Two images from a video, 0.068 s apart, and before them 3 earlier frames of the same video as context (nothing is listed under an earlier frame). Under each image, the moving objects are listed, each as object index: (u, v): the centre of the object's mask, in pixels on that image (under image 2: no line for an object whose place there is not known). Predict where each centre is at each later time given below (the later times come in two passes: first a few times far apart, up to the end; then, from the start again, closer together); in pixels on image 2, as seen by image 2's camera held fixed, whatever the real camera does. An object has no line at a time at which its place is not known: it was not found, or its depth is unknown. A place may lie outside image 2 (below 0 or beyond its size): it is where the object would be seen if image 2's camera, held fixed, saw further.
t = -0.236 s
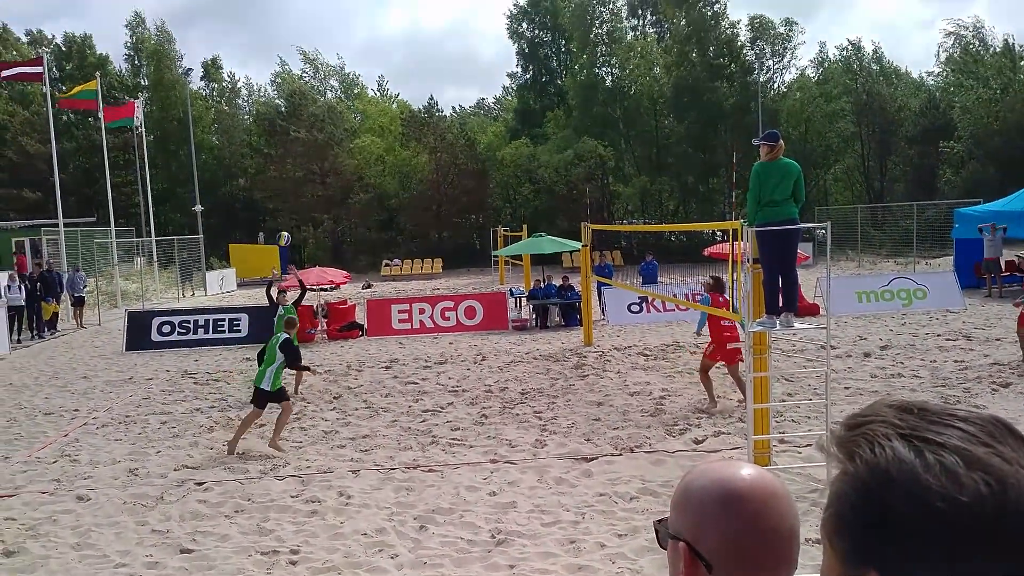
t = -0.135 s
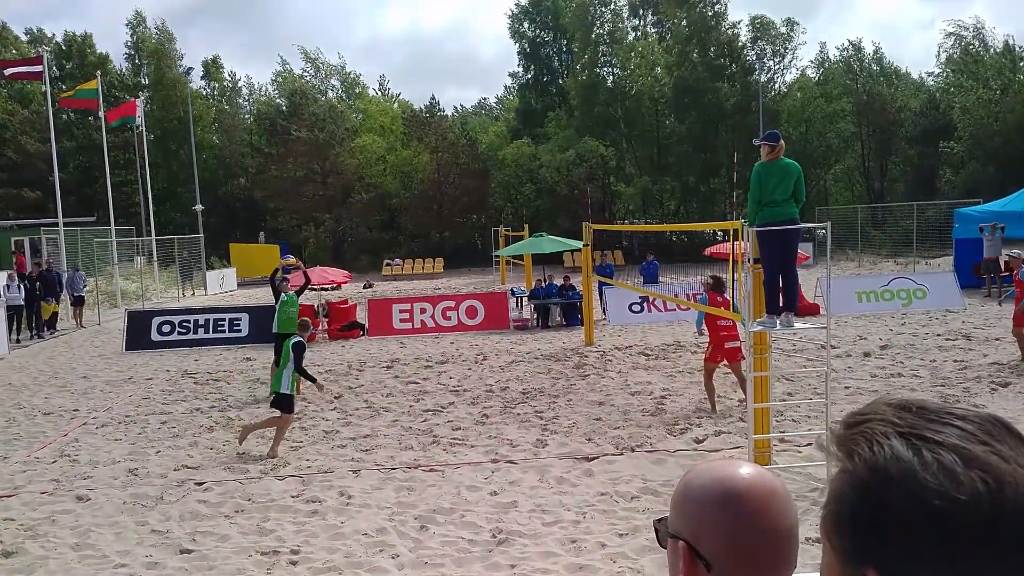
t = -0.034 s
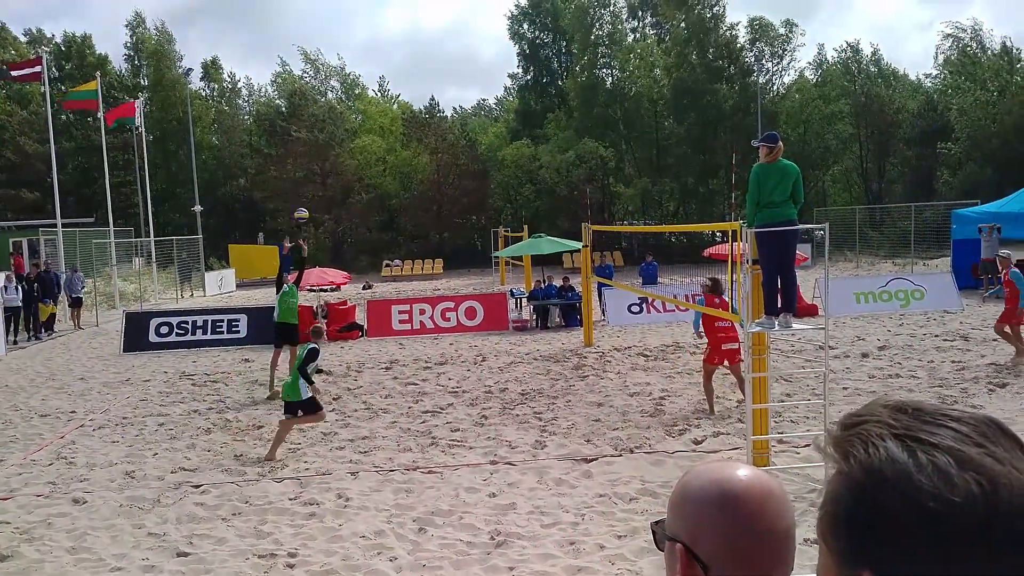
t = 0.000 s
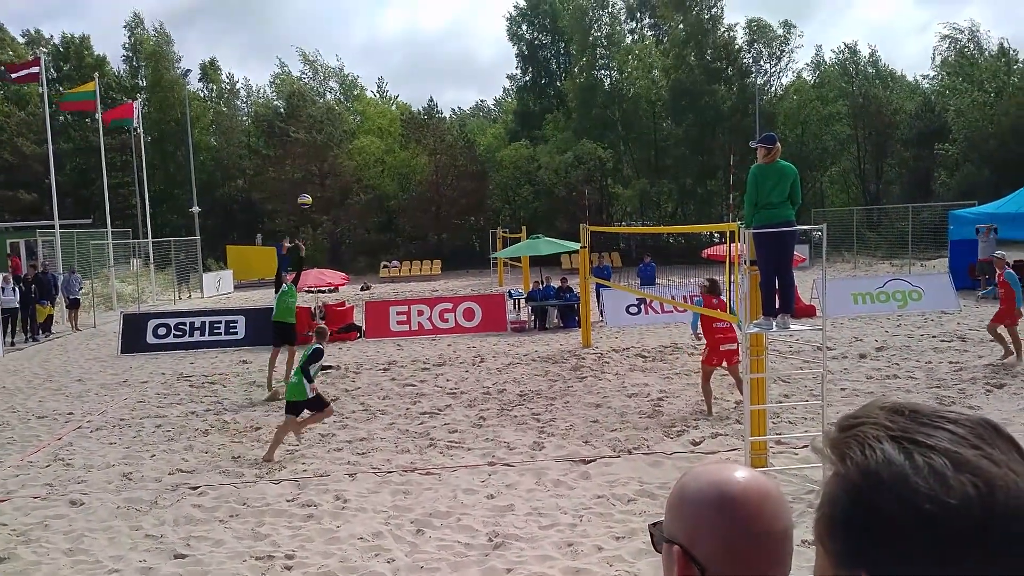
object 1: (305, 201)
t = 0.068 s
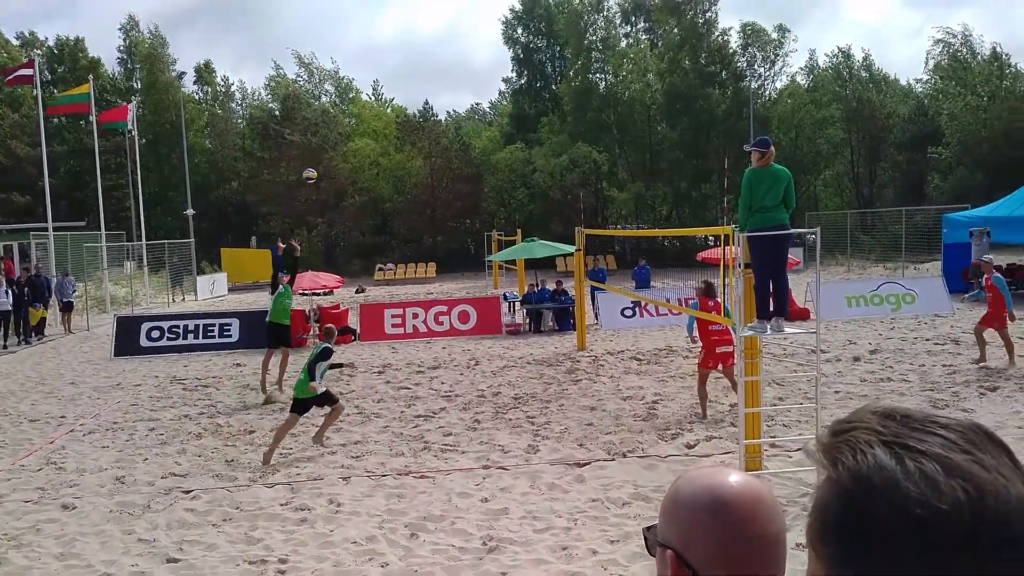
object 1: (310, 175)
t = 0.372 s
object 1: (358, 83)
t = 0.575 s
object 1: (395, 58)
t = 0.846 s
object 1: (444, 67)
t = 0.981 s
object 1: (470, 92)
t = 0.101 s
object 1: (315, 162)
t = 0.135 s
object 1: (320, 150)
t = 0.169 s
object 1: (325, 138)
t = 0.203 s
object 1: (331, 127)
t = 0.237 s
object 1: (336, 116)
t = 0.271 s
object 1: (342, 107)
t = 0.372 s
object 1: (358, 83)
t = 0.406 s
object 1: (364, 77)
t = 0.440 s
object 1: (370, 72)
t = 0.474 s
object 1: (376, 68)
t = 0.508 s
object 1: (382, 64)
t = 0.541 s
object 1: (388, 60)
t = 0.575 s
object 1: (395, 58)
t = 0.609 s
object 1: (401, 57)
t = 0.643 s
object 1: (407, 55)
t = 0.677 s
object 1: (414, 56)
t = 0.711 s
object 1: (420, 56)
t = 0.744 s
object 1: (426, 57)
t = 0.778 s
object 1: (432, 60)
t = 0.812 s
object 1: (438, 63)
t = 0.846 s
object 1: (444, 67)
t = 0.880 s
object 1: (451, 72)
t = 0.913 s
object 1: (457, 78)
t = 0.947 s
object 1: (463, 85)
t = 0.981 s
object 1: (470, 92)
